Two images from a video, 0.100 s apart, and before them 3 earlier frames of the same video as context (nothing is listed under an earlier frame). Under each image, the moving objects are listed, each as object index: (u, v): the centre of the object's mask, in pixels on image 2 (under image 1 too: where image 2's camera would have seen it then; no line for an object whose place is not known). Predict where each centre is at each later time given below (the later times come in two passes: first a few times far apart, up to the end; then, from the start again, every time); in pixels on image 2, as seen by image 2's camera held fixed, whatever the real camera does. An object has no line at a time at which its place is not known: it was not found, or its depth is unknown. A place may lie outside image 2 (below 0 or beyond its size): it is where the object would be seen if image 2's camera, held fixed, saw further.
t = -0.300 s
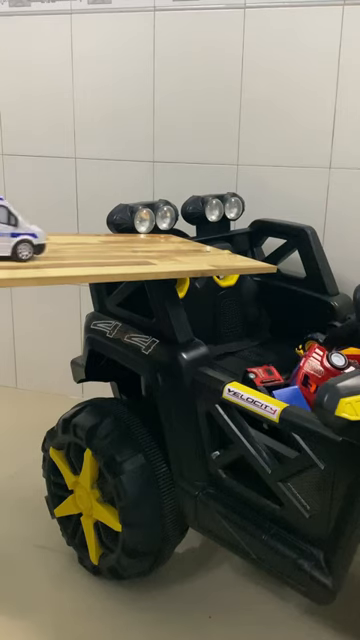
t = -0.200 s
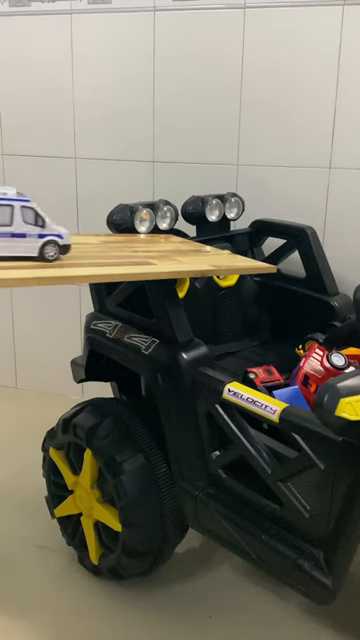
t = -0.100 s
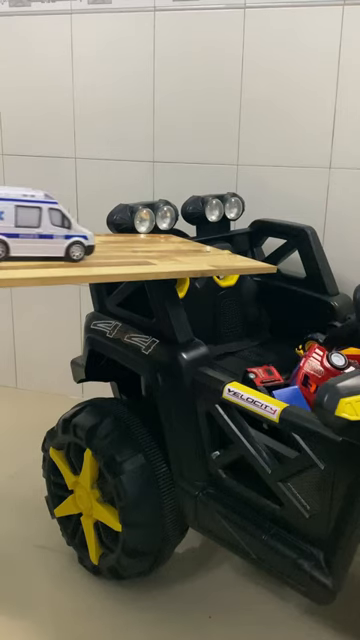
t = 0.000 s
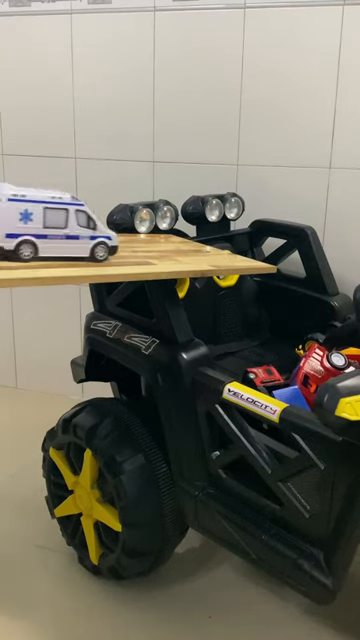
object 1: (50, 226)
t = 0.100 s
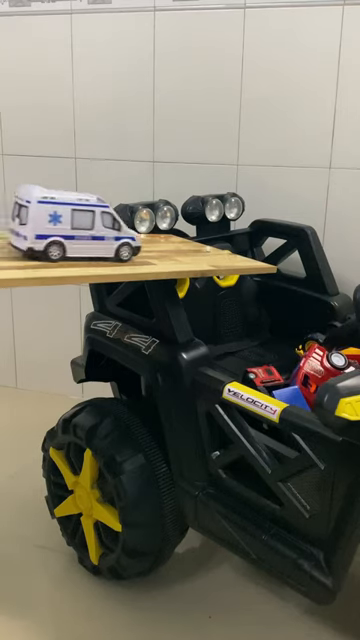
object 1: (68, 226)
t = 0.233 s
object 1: (103, 228)
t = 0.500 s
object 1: (168, 230)
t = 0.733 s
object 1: (221, 232)
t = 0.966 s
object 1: (275, 250)
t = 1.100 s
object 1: (290, 325)
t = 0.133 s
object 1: (76, 227)
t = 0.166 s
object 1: (86, 227)
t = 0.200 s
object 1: (94, 228)
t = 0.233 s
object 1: (103, 228)
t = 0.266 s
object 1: (112, 228)
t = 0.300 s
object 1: (120, 229)
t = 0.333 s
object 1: (128, 229)
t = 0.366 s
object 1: (136, 229)
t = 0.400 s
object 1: (145, 230)
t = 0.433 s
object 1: (153, 230)
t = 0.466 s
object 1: (160, 230)
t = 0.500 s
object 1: (168, 230)
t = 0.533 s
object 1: (176, 231)
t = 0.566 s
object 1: (184, 231)
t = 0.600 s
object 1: (192, 232)
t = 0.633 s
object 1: (199, 232)
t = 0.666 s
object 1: (207, 232)
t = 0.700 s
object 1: (215, 232)
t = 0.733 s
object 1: (221, 232)
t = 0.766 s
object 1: (229, 233)
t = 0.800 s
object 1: (237, 234)
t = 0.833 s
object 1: (243, 234)
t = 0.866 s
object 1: (251, 236)
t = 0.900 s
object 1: (258, 238)
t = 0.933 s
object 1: (266, 243)
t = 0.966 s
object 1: (275, 250)
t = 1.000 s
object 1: (285, 263)
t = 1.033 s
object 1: (288, 288)
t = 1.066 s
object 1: (303, 316)
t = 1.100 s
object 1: (290, 325)
